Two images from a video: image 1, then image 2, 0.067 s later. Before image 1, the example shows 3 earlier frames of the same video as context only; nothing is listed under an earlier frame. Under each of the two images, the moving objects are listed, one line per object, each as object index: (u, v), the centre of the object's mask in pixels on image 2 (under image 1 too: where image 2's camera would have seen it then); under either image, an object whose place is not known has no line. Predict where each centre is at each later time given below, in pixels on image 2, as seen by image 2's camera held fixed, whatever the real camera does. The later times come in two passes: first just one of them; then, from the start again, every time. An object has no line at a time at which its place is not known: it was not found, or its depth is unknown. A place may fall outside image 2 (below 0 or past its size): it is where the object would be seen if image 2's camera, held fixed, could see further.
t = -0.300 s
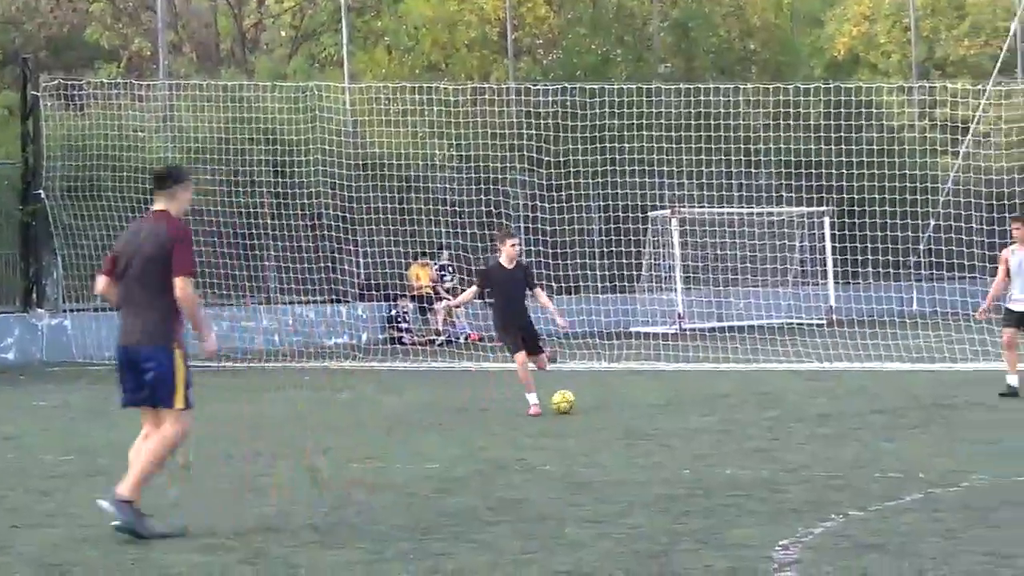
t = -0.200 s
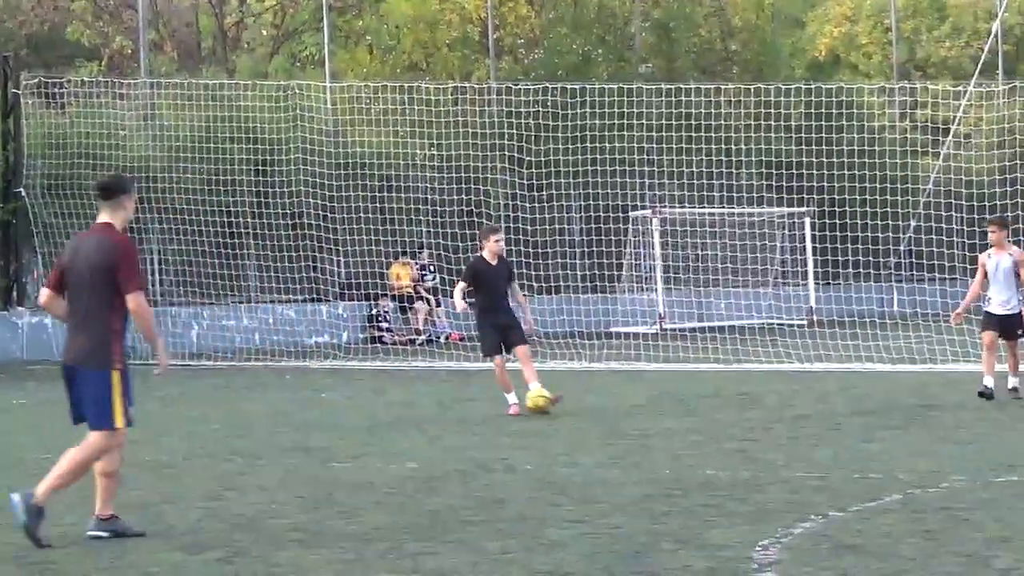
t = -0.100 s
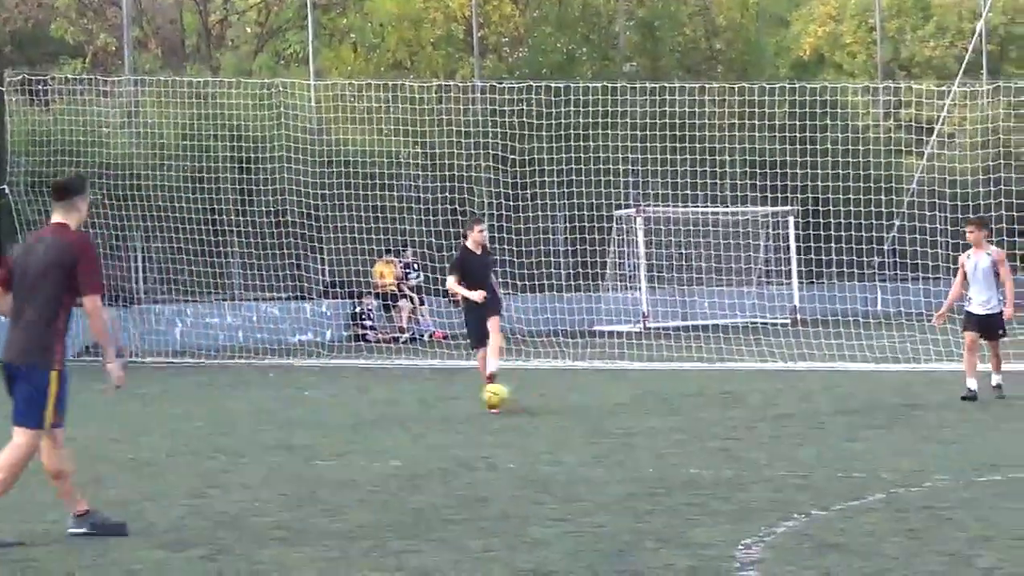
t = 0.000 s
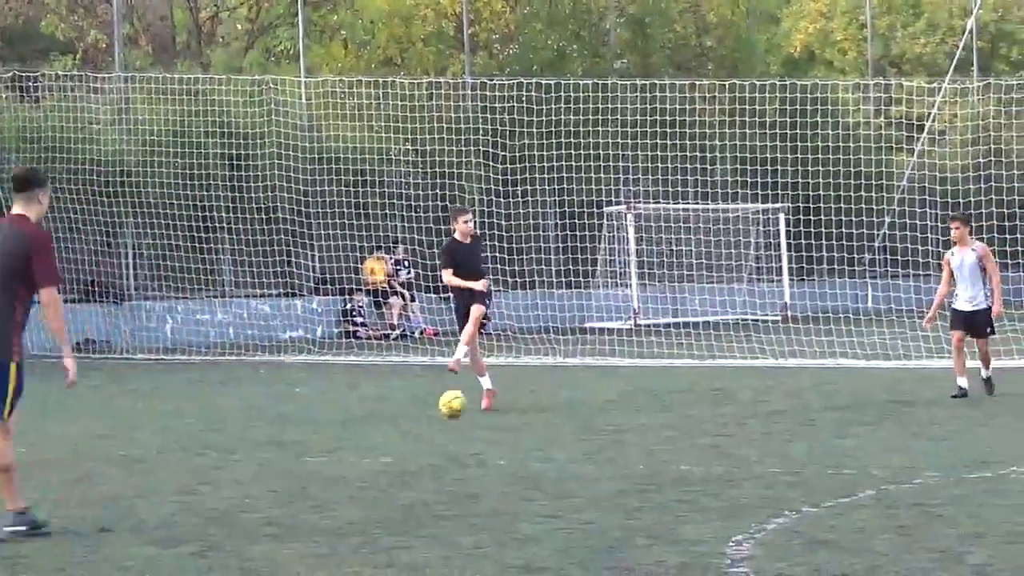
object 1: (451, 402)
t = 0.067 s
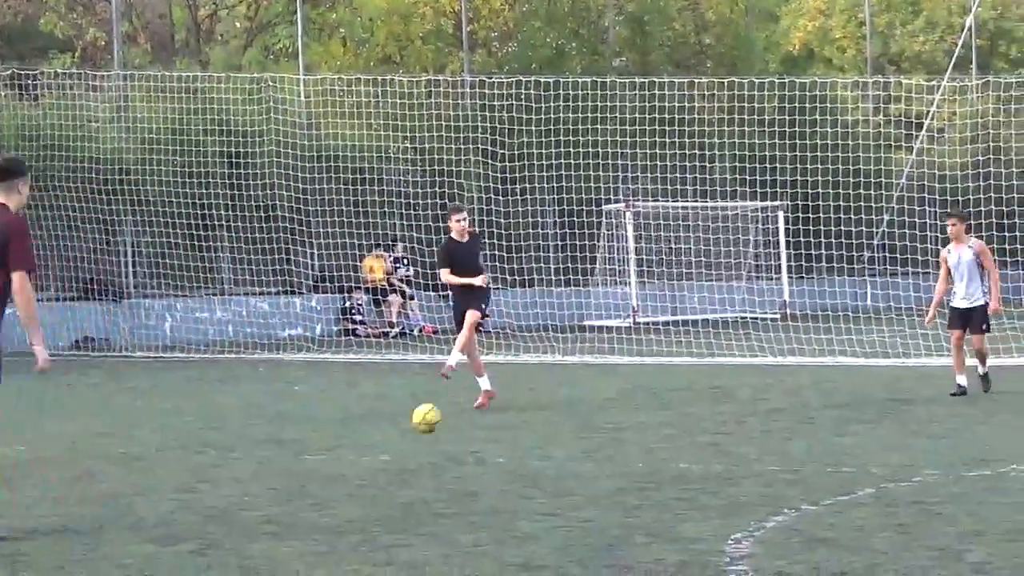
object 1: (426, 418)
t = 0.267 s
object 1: (346, 437)
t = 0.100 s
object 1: (413, 426)
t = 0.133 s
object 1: (401, 425)
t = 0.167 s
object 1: (386, 424)
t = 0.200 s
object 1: (373, 427)
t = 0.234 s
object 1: (361, 432)
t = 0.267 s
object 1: (346, 437)
